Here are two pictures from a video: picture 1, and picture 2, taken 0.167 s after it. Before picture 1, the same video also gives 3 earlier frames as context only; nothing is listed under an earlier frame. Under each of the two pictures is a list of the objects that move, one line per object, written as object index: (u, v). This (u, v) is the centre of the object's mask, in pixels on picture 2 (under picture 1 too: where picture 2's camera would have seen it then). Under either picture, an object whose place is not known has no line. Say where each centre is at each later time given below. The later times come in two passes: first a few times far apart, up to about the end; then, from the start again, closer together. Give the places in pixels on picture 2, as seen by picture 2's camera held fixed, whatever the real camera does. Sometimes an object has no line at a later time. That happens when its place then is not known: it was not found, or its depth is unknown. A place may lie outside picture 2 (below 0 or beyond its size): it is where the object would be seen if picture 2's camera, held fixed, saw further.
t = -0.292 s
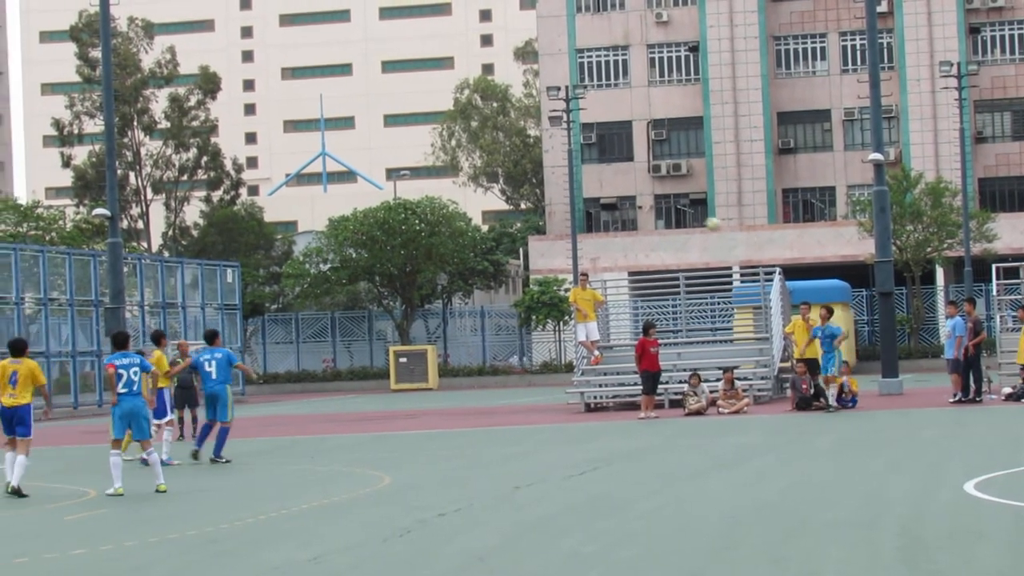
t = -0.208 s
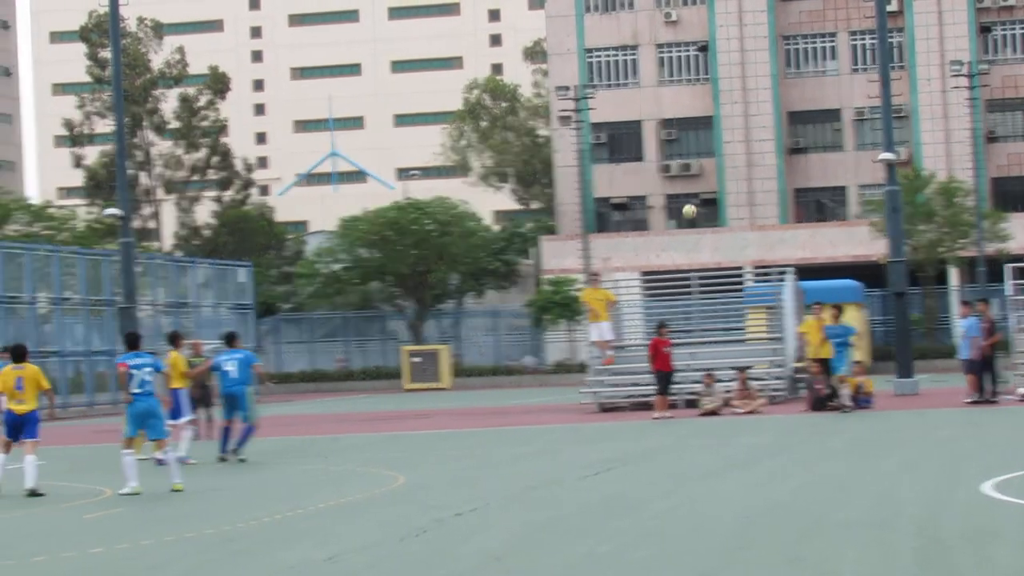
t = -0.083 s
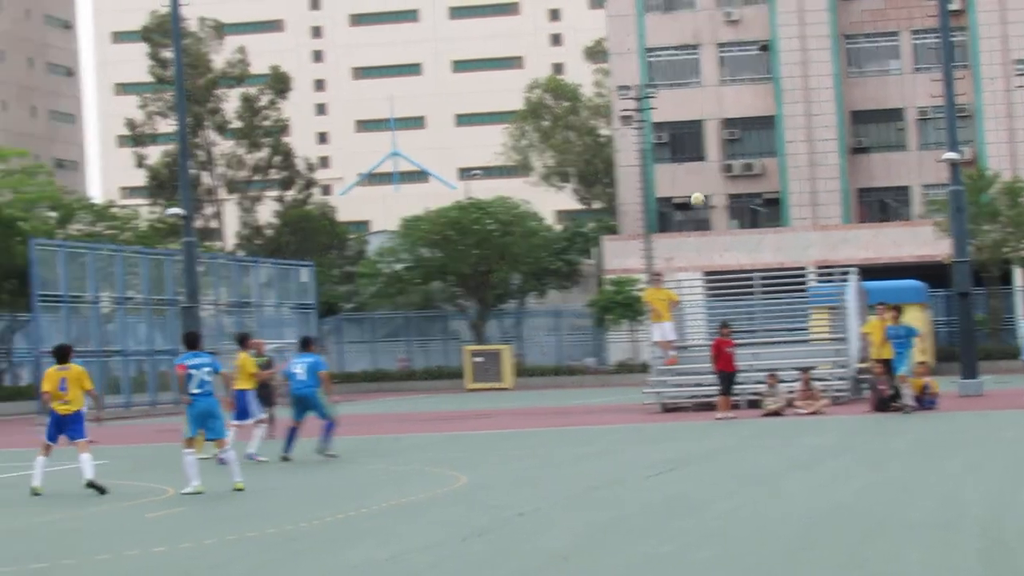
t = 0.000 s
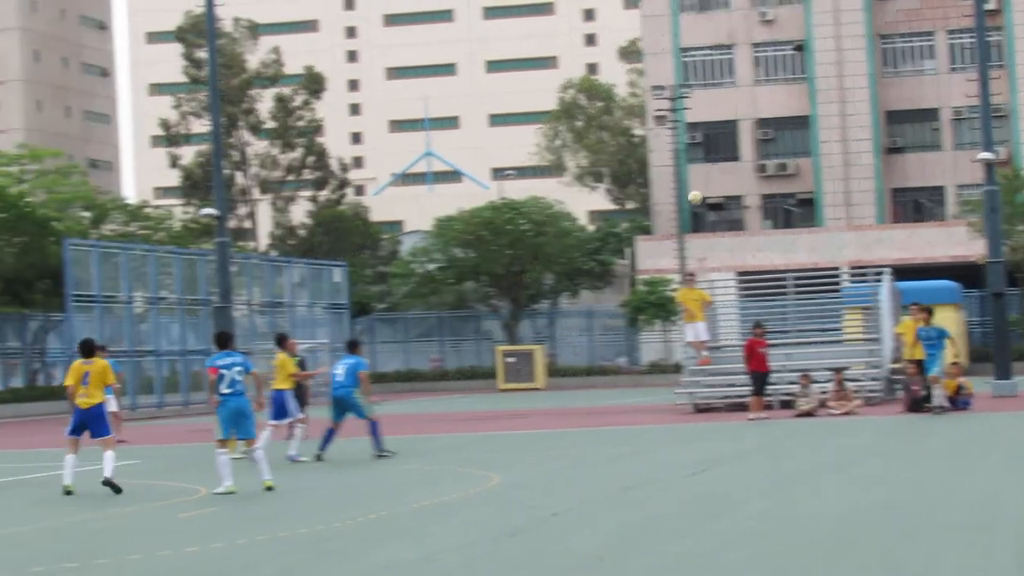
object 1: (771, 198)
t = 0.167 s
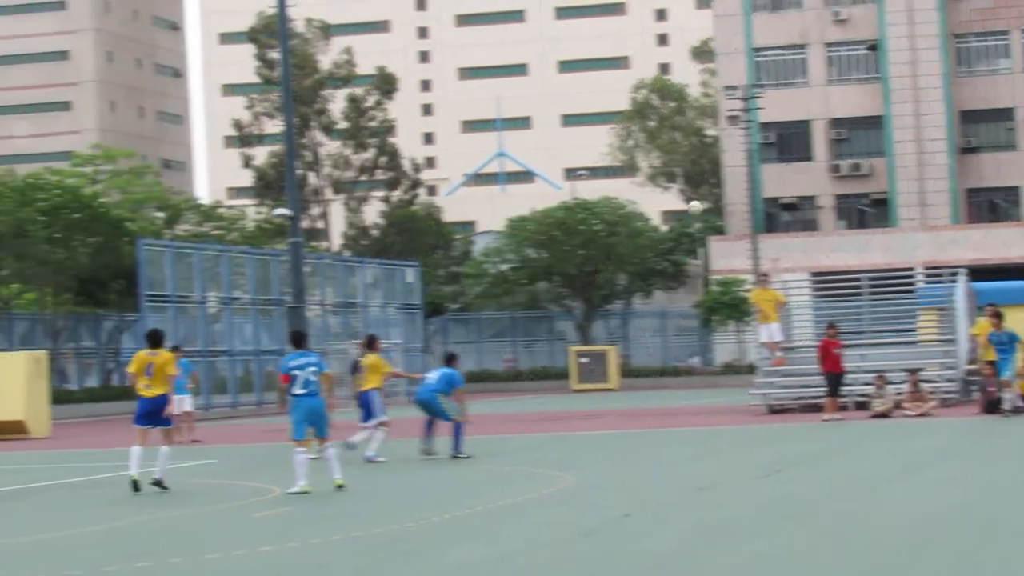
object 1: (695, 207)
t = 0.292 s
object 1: (639, 227)
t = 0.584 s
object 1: (511, 316)
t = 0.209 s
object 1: (676, 213)
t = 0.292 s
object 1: (639, 227)
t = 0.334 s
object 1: (620, 236)
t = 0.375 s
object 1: (602, 246)
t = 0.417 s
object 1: (584, 258)
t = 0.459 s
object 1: (565, 270)
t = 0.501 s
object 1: (547, 285)
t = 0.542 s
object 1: (528, 300)
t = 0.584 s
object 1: (511, 316)
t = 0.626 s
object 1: (492, 335)
